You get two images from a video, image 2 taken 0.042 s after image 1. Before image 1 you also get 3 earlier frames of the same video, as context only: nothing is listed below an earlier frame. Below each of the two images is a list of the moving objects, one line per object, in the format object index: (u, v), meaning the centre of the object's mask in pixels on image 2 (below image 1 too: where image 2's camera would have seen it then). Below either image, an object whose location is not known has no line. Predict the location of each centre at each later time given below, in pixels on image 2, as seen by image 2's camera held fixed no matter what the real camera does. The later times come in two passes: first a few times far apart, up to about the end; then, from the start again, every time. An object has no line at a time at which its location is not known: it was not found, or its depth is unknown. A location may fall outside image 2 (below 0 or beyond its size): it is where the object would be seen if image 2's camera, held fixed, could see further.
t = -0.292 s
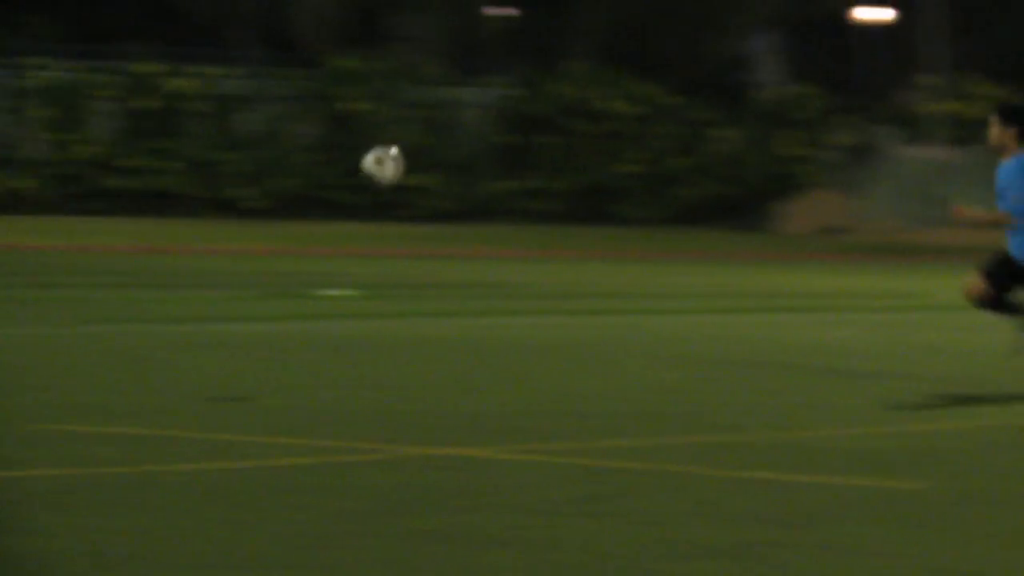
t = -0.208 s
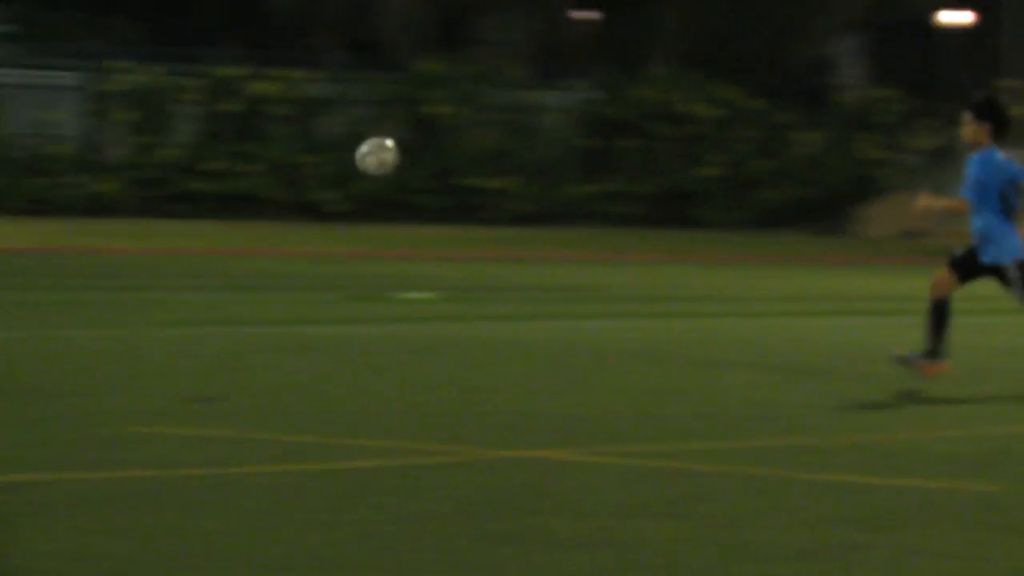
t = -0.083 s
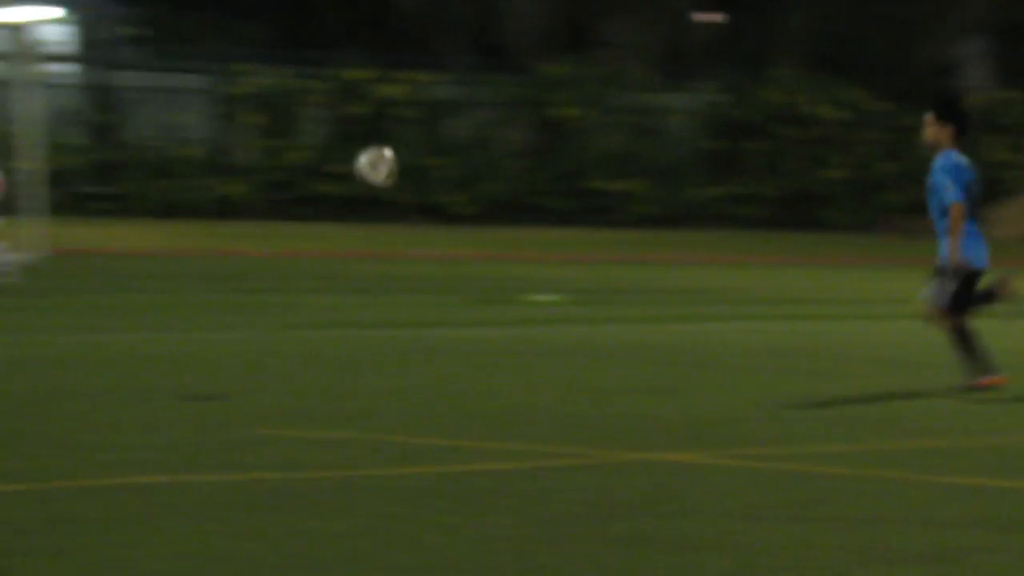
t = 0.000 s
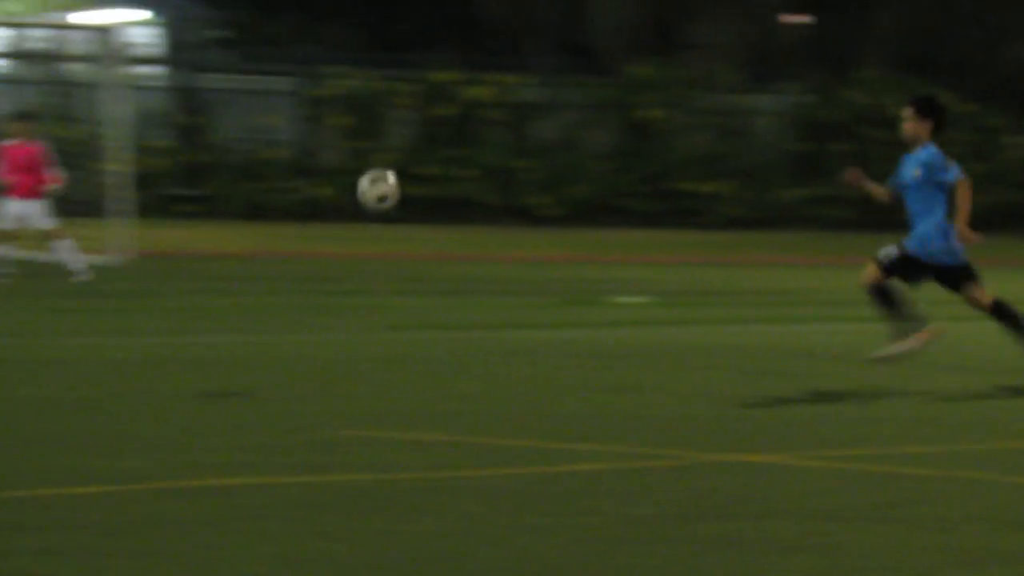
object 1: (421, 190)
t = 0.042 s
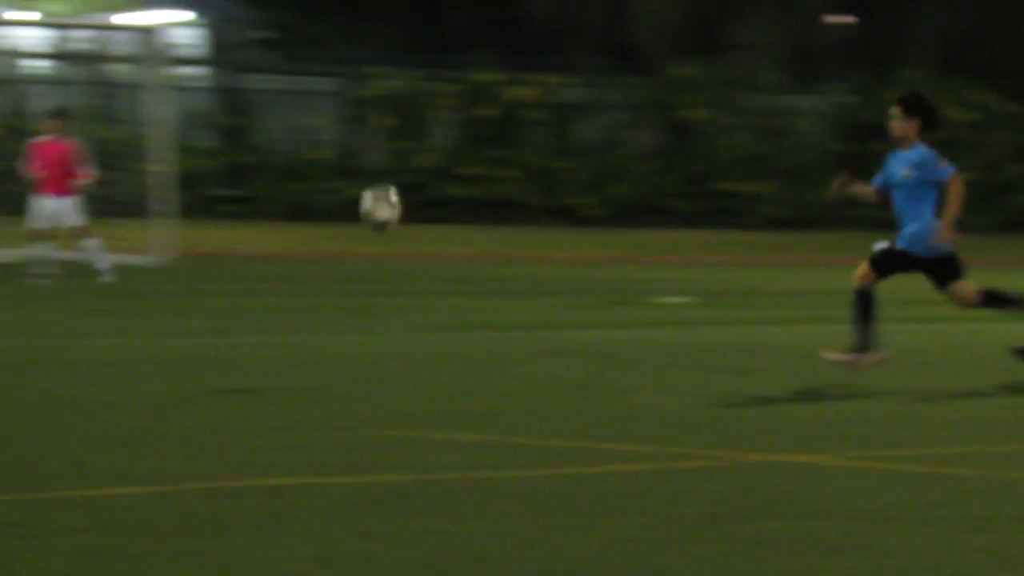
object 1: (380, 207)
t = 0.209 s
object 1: (219, 304)
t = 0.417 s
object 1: (14, 283)
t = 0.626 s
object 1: (-193, 234)
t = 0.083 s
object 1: (339, 225)
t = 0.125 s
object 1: (298, 248)
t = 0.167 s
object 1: (258, 275)
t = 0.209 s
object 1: (219, 304)
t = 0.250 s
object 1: (181, 339)
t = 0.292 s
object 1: (140, 347)
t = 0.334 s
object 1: (96, 322)
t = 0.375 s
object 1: (55, 302)
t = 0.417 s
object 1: (14, 283)
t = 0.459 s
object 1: (-29, 264)
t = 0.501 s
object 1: (-70, 253)
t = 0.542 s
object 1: (-110, 244)
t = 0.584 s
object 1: (-153, 238)
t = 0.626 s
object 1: (-193, 234)
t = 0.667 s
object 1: (-236, 235)
